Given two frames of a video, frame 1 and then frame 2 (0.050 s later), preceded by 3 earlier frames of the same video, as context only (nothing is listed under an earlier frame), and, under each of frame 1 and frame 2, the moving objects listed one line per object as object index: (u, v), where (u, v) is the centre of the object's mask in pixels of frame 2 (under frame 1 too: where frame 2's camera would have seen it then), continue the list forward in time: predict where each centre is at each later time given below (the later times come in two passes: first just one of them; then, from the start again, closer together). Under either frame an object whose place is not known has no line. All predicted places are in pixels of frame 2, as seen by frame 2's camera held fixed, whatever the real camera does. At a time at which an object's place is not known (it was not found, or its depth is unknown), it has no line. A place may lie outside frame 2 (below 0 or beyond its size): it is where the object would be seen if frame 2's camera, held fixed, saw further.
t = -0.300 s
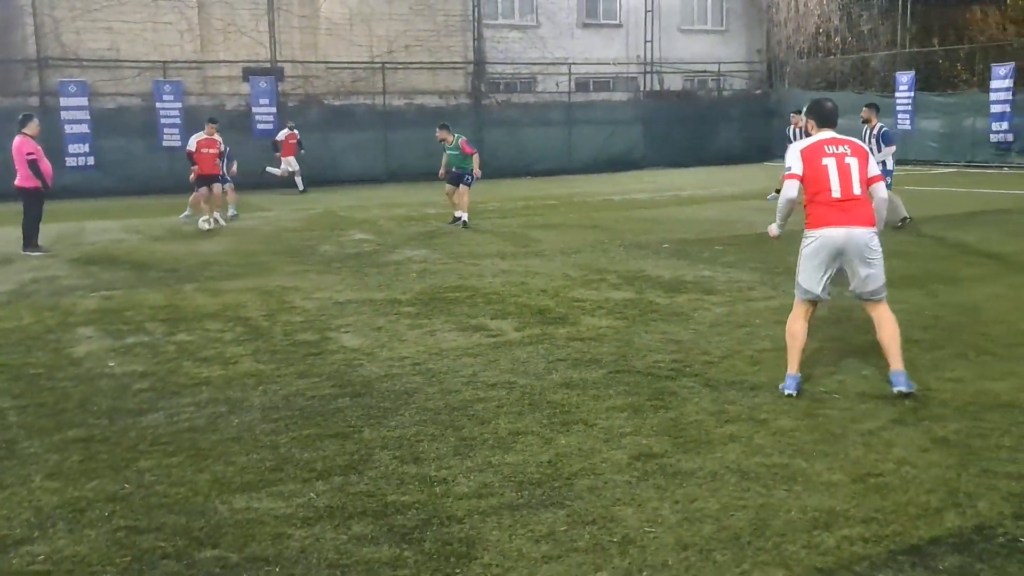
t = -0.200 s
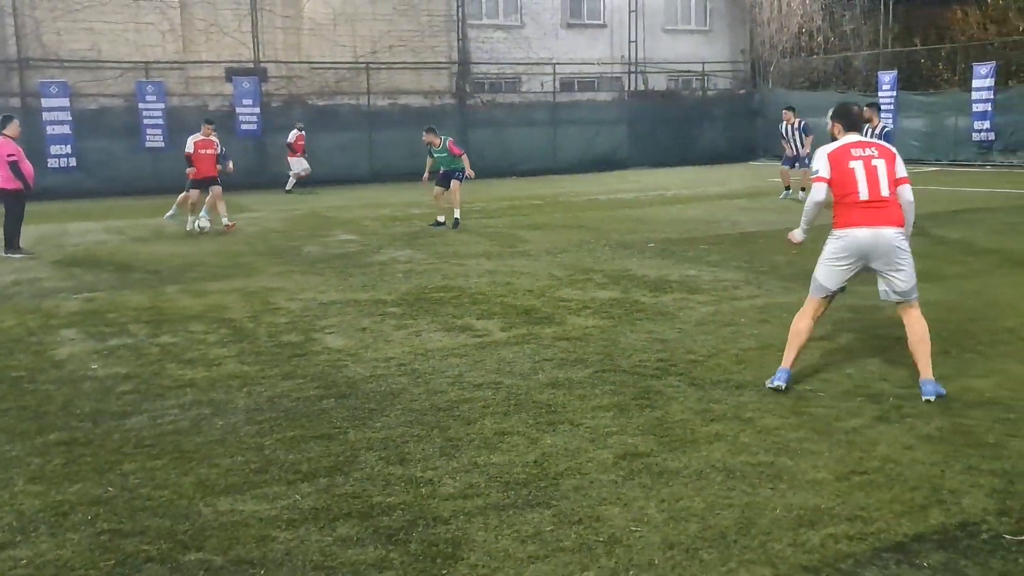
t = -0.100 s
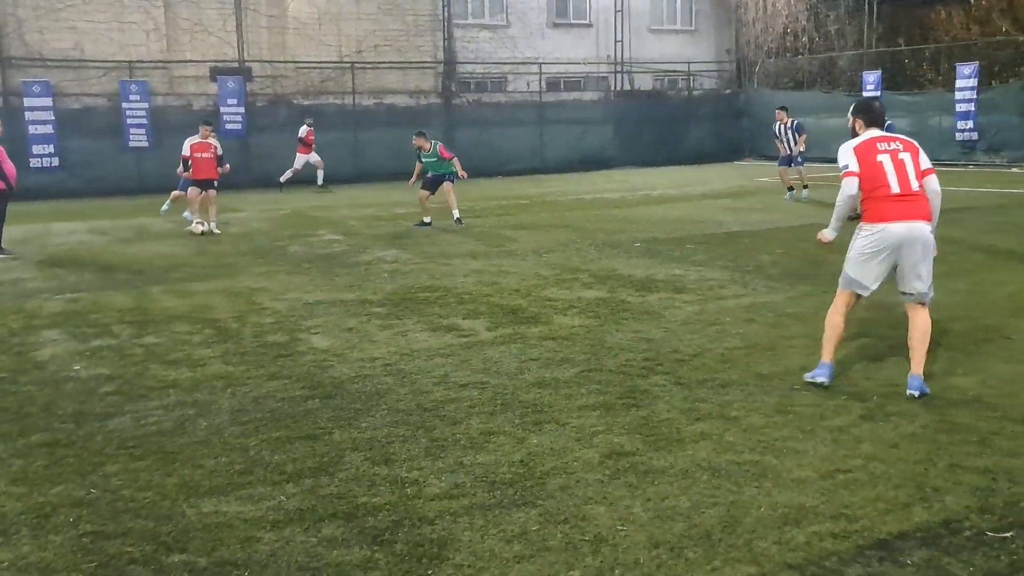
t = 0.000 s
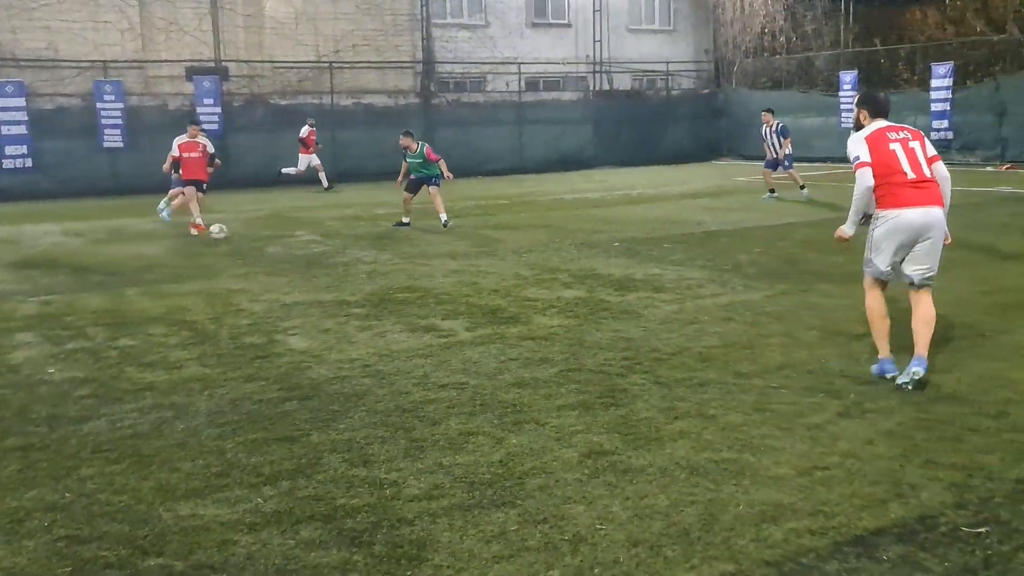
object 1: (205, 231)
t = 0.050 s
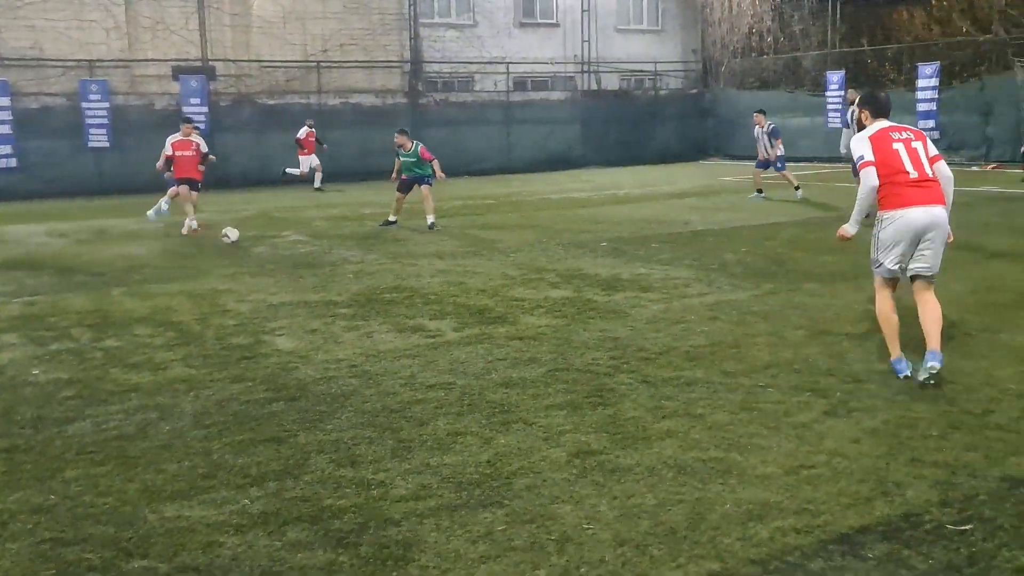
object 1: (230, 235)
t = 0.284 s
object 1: (365, 253)
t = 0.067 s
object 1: (239, 237)
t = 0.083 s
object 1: (248, 239)
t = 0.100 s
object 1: (257, 241)
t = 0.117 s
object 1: (267, 242)
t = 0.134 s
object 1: (276, 243)
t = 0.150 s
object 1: (285, 244)
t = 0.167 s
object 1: (295, 245)
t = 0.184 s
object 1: (305, 247)
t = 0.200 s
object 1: (314, 248)
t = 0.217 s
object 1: (325, 250)
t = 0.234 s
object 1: (335, 252)
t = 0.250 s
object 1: (343, 252)
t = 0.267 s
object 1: (354, 253)
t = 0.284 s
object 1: (365, 253)
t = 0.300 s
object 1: (373, 255)
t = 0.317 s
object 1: (385, 256)
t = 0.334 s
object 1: (397, 258)
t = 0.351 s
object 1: (406, 260)
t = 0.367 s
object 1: (419, 262)
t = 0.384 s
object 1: (431, 263)
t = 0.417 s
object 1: (452, 265)
